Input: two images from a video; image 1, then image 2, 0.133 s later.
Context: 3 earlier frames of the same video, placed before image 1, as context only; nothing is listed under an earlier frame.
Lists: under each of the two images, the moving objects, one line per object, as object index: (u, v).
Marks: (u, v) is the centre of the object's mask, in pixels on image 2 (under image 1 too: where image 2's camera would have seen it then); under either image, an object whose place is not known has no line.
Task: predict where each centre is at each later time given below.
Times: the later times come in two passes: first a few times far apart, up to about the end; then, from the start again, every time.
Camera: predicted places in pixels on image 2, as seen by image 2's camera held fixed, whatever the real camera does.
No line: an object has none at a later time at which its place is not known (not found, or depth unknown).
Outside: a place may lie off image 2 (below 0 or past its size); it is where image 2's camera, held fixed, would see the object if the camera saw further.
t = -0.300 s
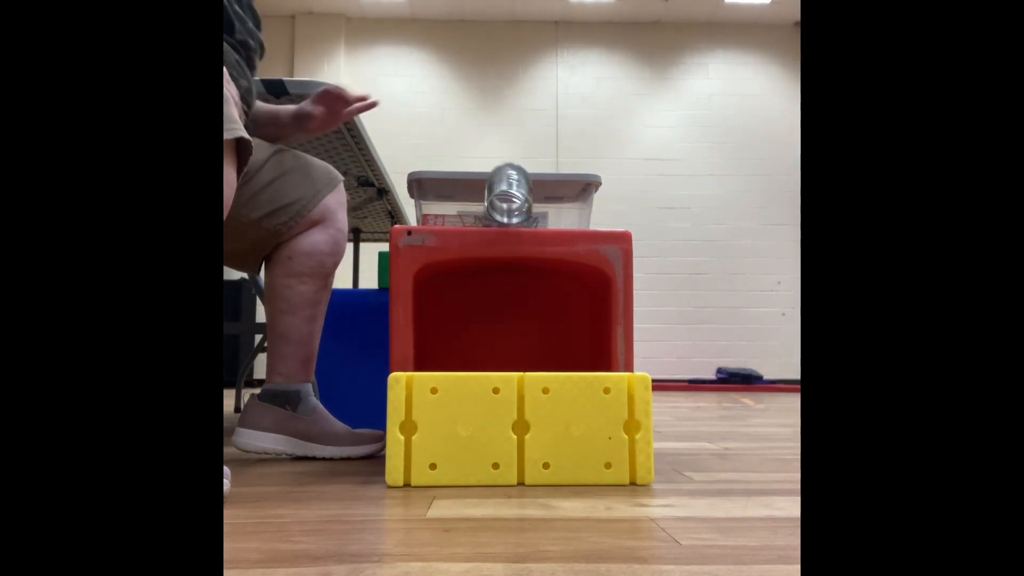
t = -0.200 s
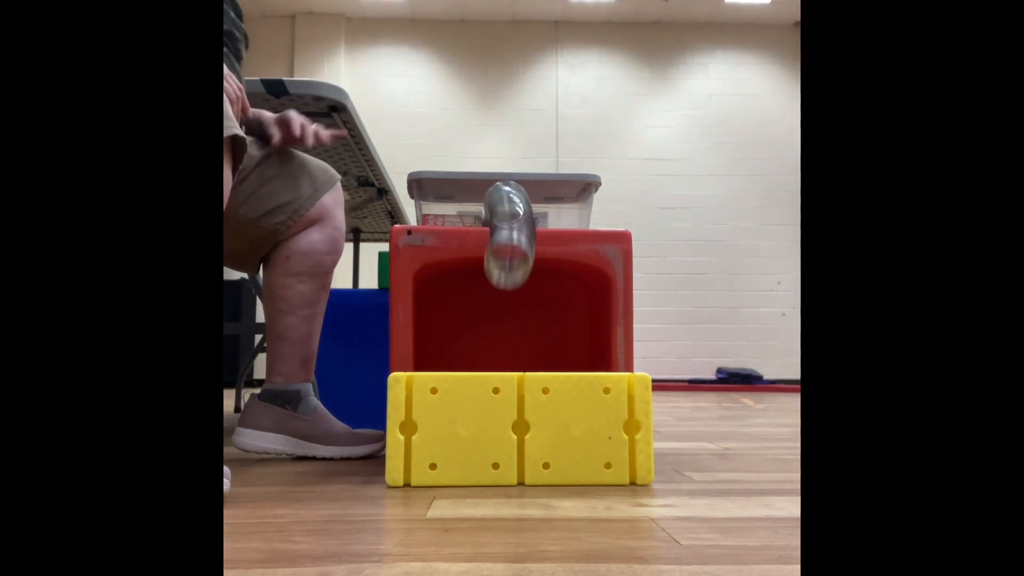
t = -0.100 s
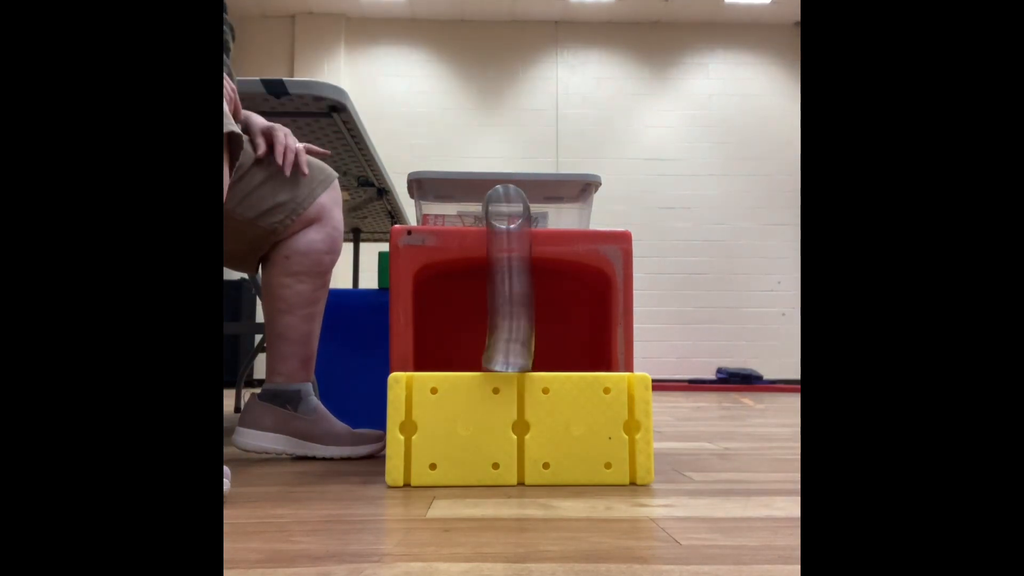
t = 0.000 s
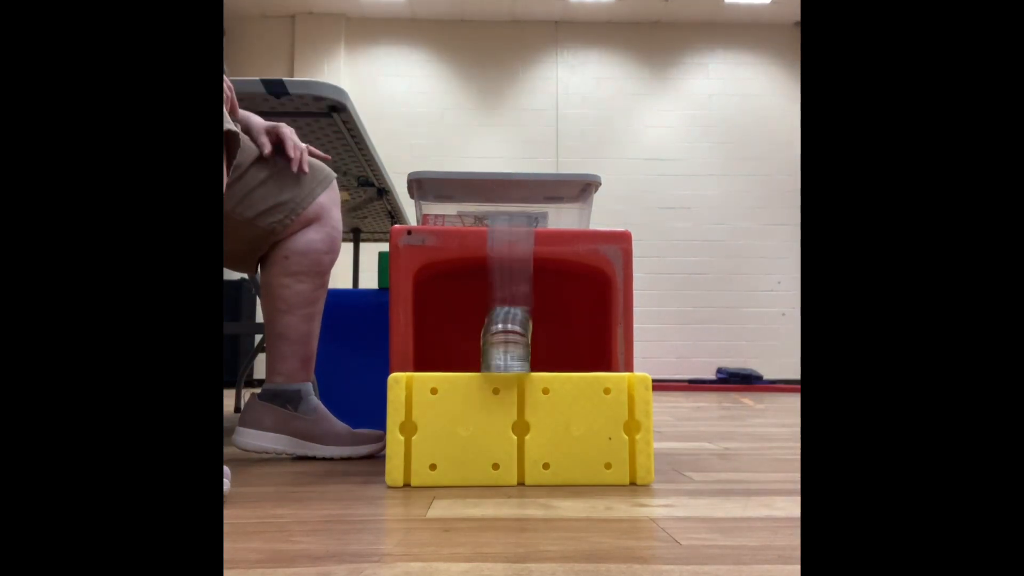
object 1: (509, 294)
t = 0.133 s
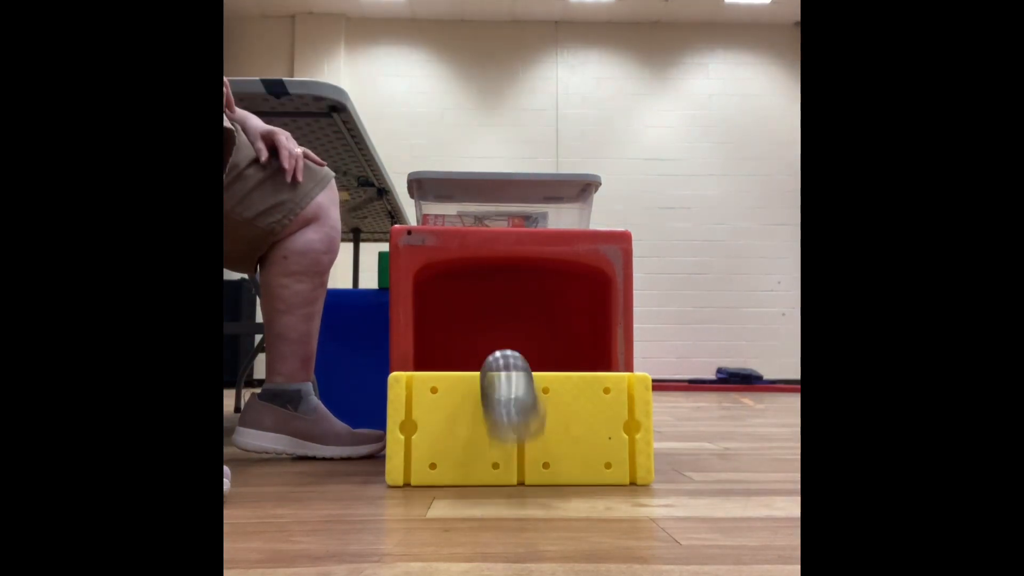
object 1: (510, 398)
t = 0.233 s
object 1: (512, 462)
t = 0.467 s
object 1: (508, 466)
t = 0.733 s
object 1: (513, 481)
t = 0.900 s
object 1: (516, 482)
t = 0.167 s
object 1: (509, 435)
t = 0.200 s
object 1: (511, 446)
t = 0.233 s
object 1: (512, 462)
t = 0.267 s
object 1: (512, 465)
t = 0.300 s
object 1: (511, 458)
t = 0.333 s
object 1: (511, 457)
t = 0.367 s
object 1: (510, 465)
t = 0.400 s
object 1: (510, 467)
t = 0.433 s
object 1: (508, 466)
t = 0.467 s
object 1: (508, 466)
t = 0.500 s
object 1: (507, 468)
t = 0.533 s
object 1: (505, 470)
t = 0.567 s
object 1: (504, 473)
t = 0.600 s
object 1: (504, 478)
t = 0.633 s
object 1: (505, 482)
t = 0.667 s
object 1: (506, 481)
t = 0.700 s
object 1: (510, 481)
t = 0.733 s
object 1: (513, 481)
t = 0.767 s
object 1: (515, 482)
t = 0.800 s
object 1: (517, 482)
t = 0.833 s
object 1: (517, 481)
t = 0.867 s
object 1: (516, 482)
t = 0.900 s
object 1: (516, 482)
